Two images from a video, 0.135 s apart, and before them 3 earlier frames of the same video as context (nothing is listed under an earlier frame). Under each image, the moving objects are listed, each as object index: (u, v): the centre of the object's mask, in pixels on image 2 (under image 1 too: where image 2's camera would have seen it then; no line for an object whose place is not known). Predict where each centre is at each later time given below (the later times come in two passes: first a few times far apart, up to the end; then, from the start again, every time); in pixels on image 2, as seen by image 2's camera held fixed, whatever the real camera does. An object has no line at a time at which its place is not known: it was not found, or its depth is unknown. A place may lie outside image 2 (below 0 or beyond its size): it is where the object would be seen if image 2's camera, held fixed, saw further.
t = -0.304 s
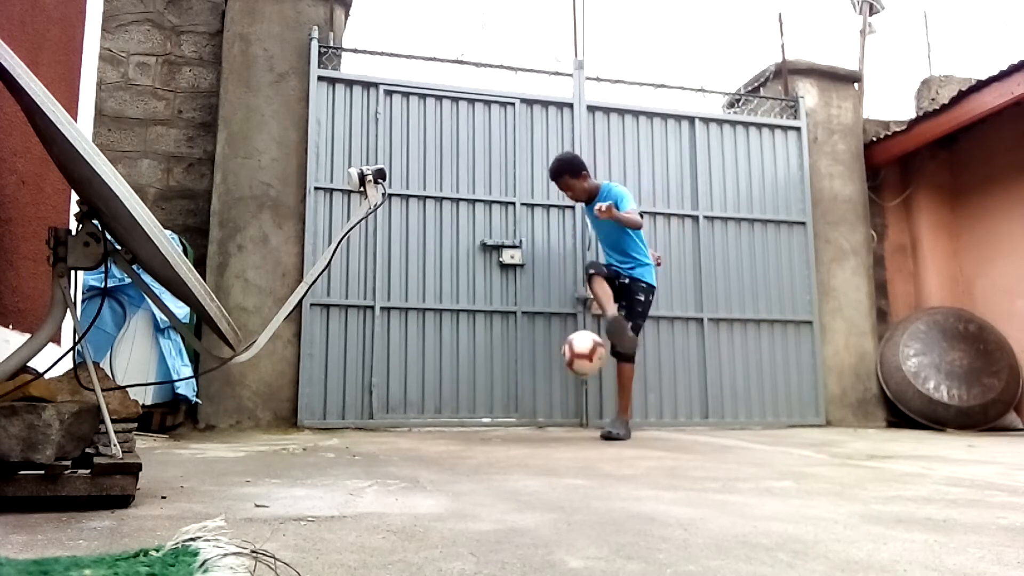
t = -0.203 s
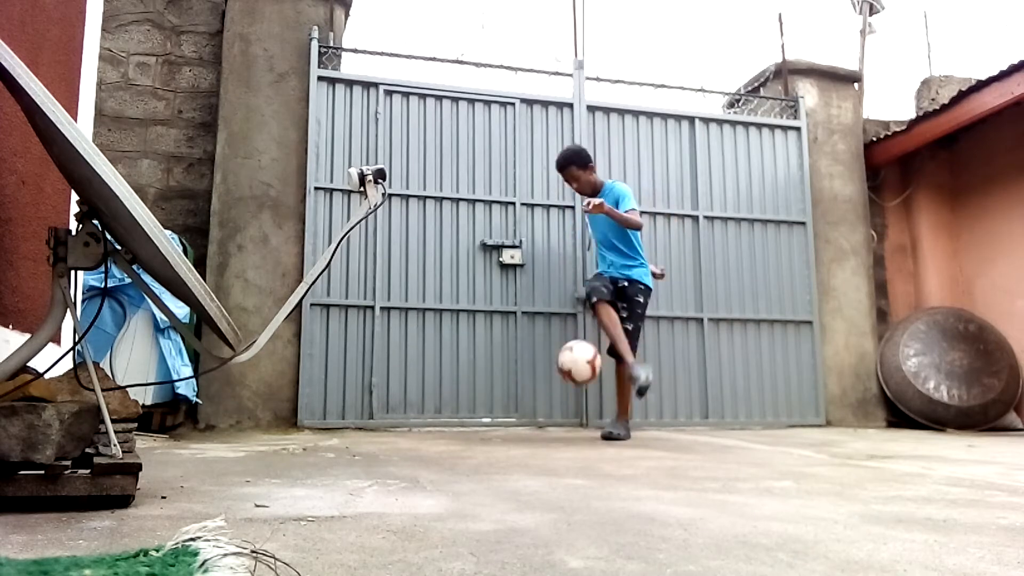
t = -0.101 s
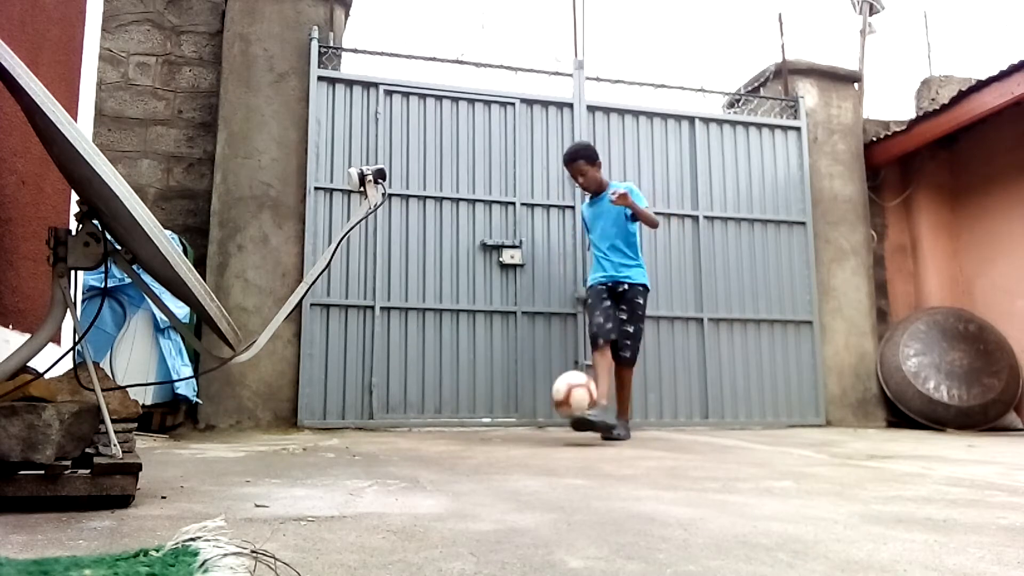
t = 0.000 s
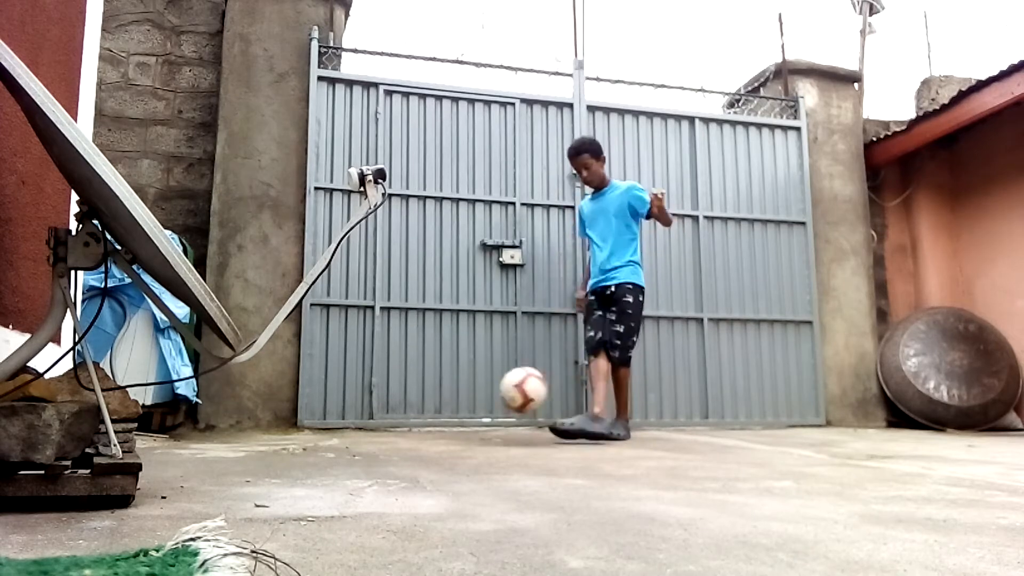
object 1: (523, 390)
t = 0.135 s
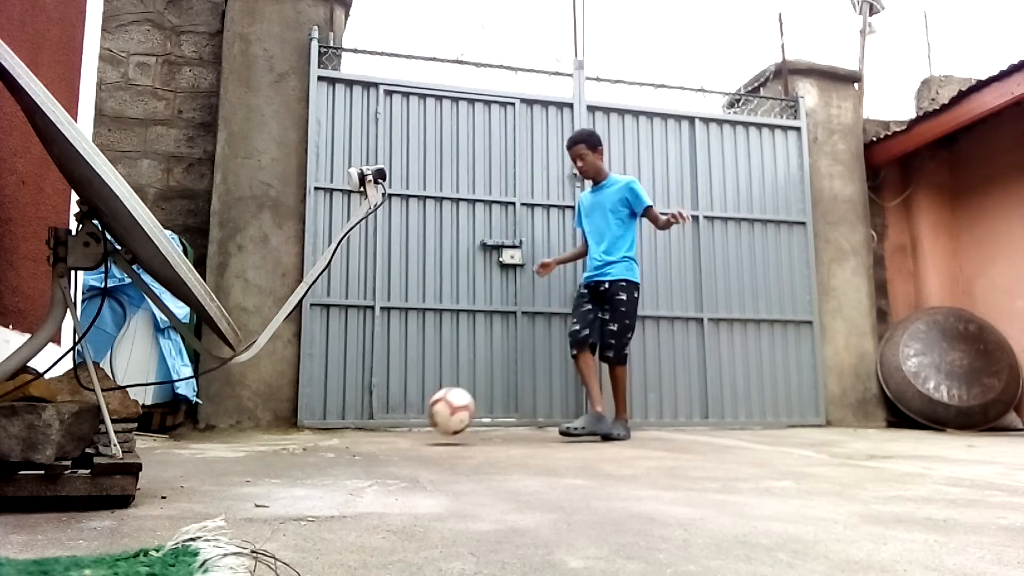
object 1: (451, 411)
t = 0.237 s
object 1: (407, 408)
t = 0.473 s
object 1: (319, 416)
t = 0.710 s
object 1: (229, 414)
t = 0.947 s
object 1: (150, 413)
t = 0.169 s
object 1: (433, 422)
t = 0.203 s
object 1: (420, 415)
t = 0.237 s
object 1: (407, 408)
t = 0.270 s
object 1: (394, 404)
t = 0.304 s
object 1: (383, 403)
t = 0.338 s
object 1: (370, 404)
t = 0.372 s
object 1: (358, 406)
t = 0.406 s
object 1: (345, 411)
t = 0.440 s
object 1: (332, 419)
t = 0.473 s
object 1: (319, 416)
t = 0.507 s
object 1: (307, 411)
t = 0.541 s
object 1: (294, 409)
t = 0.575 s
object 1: (281, 409)
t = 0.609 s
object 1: (266, 412)
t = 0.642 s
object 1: (253, 418)
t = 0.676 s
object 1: (240, 419)
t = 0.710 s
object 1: (229, 414)
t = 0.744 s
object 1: (216, 411)
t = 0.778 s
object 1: (204, 411)
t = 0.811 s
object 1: (191, 414)
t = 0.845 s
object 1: (179, 417)
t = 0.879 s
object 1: (167, 414)
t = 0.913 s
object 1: (157, 414)
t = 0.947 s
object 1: (150, 413)
